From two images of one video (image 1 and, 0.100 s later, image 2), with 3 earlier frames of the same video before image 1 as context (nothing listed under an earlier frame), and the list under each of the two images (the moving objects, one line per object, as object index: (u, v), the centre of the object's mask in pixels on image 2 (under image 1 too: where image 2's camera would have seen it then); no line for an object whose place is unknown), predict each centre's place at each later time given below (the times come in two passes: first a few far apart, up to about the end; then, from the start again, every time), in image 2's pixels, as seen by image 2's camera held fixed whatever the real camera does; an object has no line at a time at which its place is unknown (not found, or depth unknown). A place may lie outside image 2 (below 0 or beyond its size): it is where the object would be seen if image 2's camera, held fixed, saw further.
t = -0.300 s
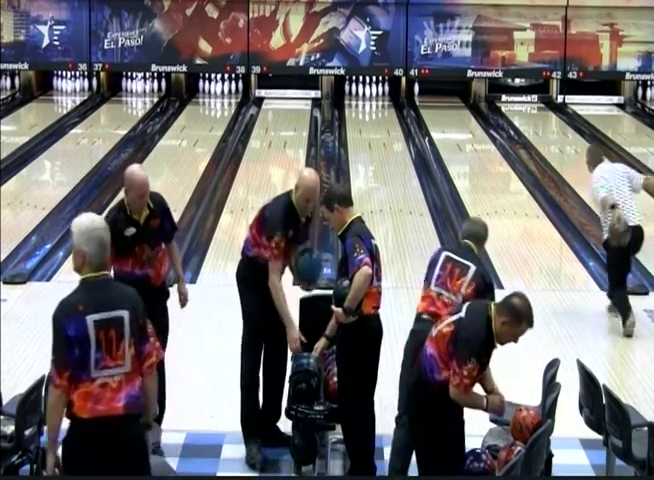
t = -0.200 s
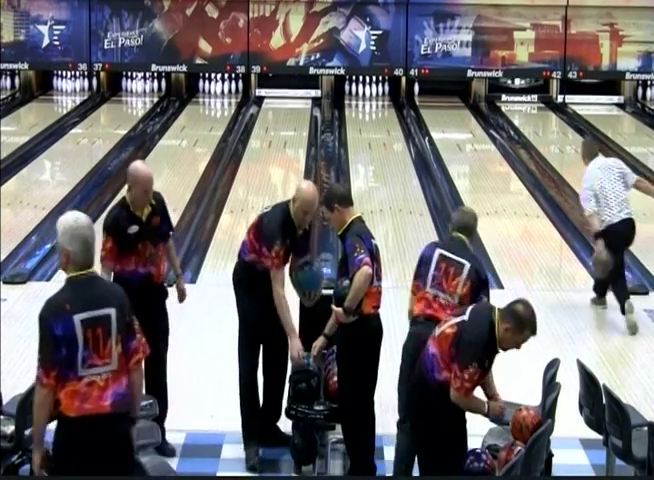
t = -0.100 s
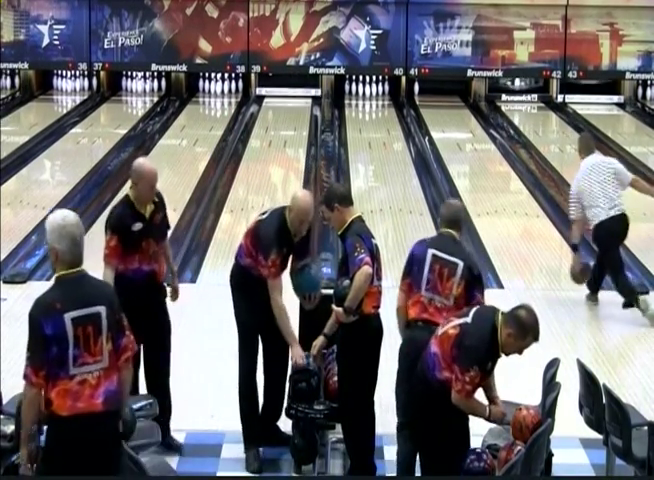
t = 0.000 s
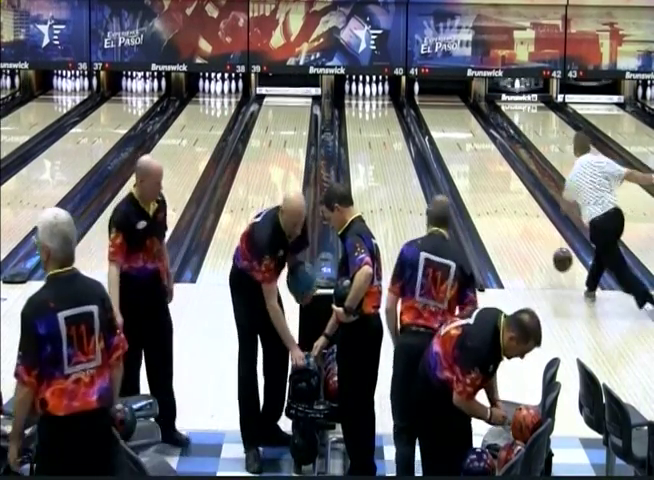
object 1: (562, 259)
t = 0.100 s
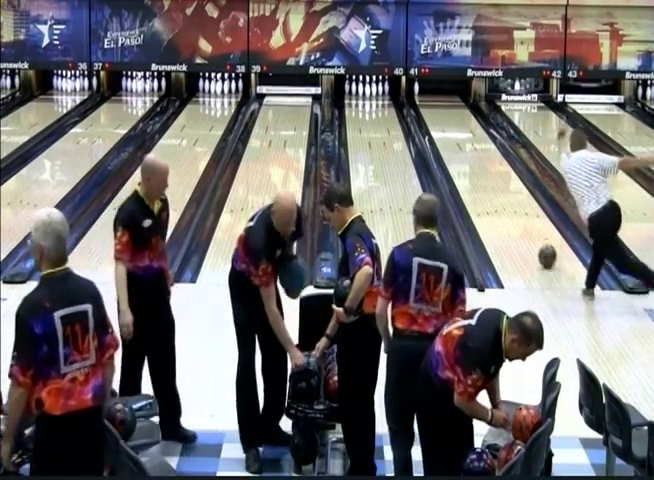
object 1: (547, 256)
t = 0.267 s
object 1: (525, 231)
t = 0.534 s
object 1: (497, 198)
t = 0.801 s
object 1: (475, 172)
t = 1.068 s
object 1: (457, 150)
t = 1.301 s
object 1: (444, 134)
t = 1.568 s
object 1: (432, 118)
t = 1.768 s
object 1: (425, 109)
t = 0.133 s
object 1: (542, 250)
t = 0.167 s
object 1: (538, 244)
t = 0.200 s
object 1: (534, 240)
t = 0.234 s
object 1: (529, 235)
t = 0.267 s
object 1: (525, 231)
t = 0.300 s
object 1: (522, 226)
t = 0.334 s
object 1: (518, 222)
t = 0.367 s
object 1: (514, 218)
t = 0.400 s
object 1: (511, 213)
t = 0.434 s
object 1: (507, 210)
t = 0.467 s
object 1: (504, 206)
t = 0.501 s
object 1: (500, 202)
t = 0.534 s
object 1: (497, 198)
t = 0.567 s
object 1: (494, 194)
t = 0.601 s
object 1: (491, 191)
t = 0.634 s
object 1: (488, 187)
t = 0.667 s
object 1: (485, 184)
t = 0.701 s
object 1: (482, 181)
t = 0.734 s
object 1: (480, 178)
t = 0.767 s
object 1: (477, 174)
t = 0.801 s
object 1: (475, 172)
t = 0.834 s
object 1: (473, 169)
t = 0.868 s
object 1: (470, 166)
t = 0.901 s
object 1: (467, 163)
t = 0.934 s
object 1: (465, 160)
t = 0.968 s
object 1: (463, 158)
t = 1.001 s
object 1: (461, 155)
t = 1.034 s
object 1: (458, 152)
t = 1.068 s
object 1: (457, 150)
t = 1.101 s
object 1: (455, 148)
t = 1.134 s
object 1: (453, 145)
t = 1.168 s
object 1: (451, 143)
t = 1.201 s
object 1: (449, 141)
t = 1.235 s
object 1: (447, 138)
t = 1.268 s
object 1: (445, 136)
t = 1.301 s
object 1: (444, 134)
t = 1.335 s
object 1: (442, 132)
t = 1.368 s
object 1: (440, 130)
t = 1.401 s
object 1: (439, 128)
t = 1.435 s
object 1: (437, 126)
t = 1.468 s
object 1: (436, 124)
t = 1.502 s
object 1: (434, 122)
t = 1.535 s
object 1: (433, 120)
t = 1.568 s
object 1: (432, 118)
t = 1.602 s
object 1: (431, 117)
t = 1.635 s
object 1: (429, 115)
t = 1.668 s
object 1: (428, 114)
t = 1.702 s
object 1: (427, 112)
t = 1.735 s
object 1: (426, 111)
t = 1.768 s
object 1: (425, 109)
